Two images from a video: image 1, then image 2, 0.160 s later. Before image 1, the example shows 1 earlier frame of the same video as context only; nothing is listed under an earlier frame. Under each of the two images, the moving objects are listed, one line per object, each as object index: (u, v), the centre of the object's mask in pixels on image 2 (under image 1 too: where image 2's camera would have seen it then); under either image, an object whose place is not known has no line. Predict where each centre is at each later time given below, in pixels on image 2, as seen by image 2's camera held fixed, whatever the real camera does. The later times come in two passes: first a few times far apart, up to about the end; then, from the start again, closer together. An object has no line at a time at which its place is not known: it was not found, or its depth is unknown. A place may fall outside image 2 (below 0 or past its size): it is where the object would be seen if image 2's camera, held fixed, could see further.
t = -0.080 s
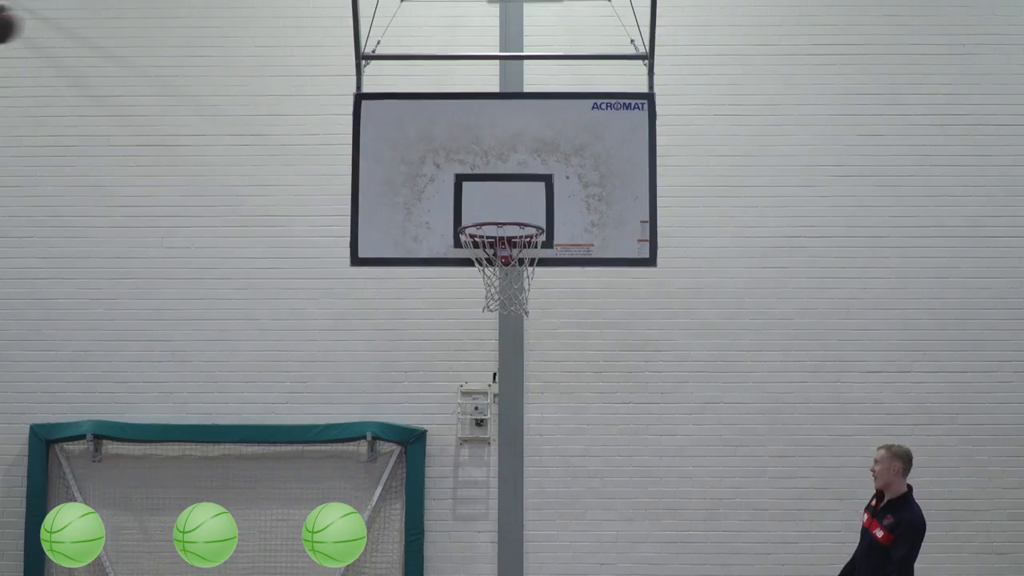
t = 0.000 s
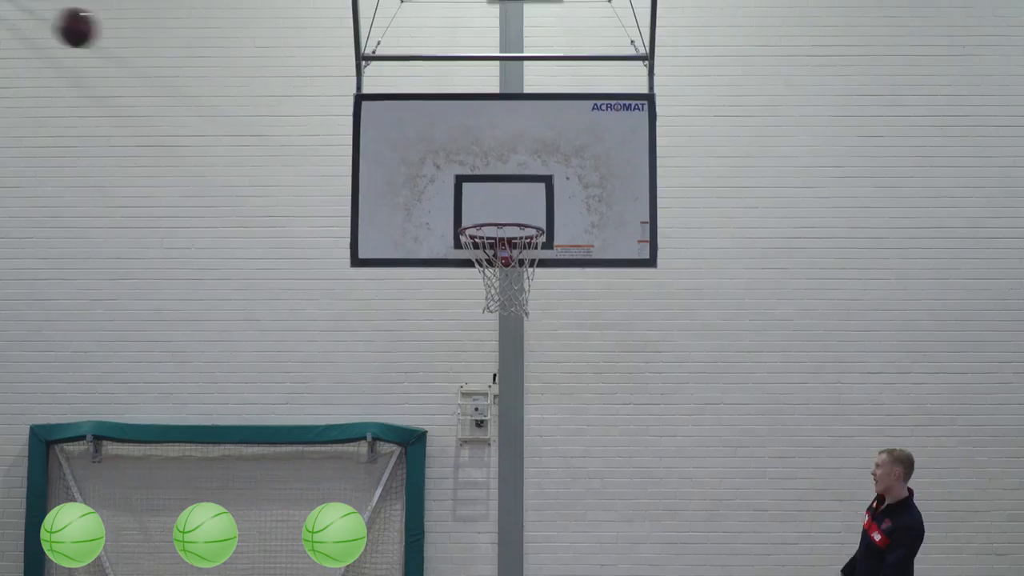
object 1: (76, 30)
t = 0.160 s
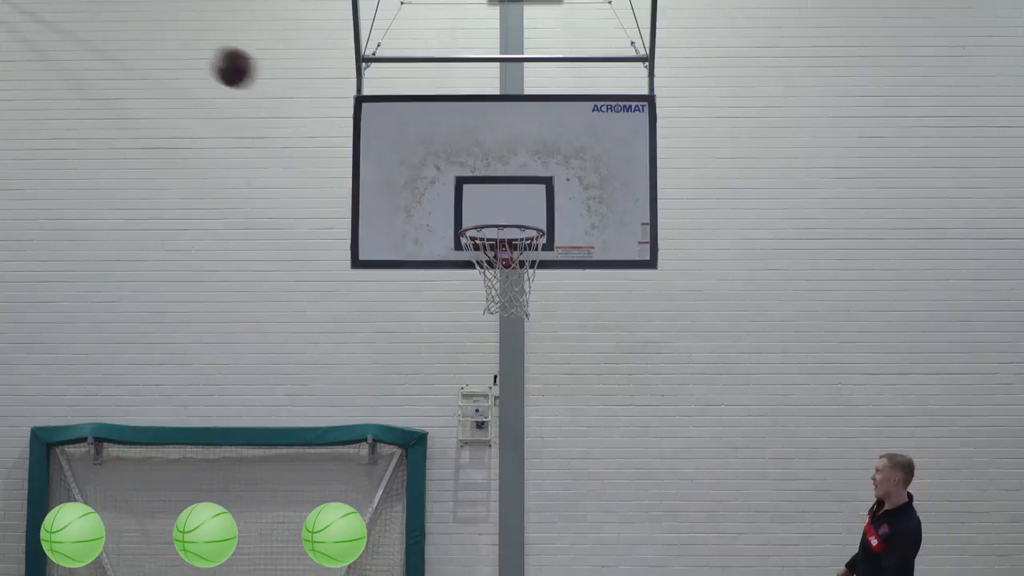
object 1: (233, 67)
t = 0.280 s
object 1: (351, 123)
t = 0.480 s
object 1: (521, 258)
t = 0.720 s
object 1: (489, 263)
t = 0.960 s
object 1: (446, 322)
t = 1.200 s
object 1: (400, 486)
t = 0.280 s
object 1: (351, 123)
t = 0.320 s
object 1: (391, 148)
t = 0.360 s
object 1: (429, 173)
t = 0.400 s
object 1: (469, 201)
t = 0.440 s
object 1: (509, 239)
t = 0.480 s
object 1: (521, 258)
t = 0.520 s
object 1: (528, 271)
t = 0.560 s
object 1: (523, 271)
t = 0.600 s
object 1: (516, 279)
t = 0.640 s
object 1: (508, 272)
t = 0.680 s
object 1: (498, 265)
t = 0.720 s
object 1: (489, 263)
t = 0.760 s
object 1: (479, 264)
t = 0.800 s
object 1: (471, 269)
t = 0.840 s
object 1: (464, 278)
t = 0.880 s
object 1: (458, 289)
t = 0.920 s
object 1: (451, 303)
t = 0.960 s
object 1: (446, 322)
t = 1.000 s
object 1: (439, 342)
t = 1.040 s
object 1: (431, 365)
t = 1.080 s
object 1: (424, 390)
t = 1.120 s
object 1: (416, 420)
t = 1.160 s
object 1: (409, 452)
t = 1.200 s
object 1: (400, 486)
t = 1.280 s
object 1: (386, 557)
